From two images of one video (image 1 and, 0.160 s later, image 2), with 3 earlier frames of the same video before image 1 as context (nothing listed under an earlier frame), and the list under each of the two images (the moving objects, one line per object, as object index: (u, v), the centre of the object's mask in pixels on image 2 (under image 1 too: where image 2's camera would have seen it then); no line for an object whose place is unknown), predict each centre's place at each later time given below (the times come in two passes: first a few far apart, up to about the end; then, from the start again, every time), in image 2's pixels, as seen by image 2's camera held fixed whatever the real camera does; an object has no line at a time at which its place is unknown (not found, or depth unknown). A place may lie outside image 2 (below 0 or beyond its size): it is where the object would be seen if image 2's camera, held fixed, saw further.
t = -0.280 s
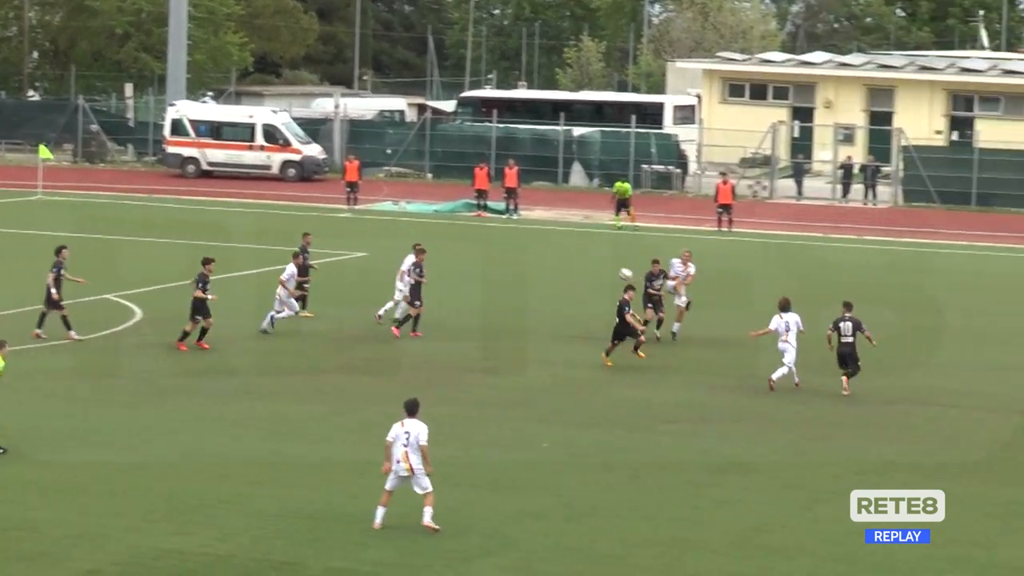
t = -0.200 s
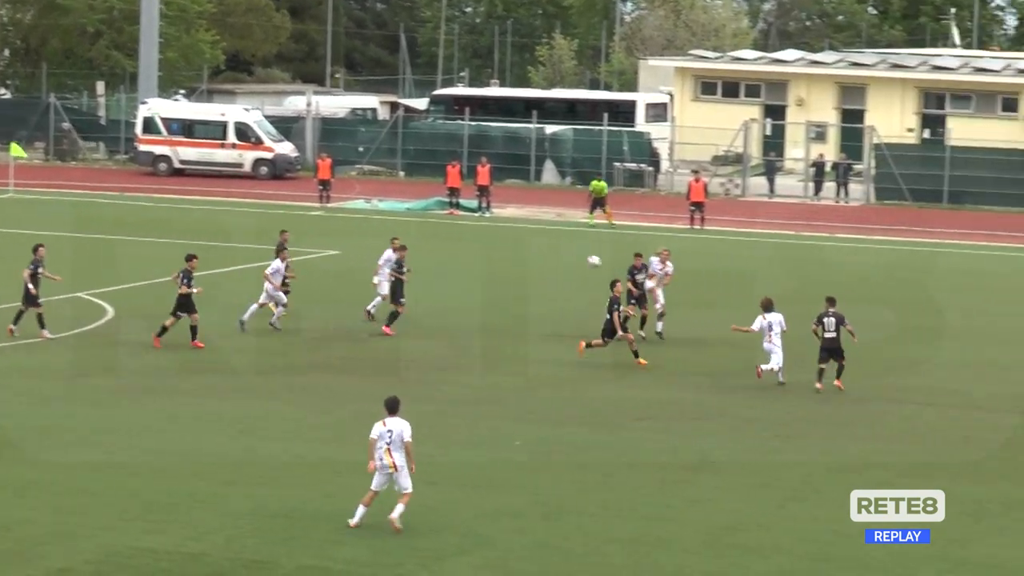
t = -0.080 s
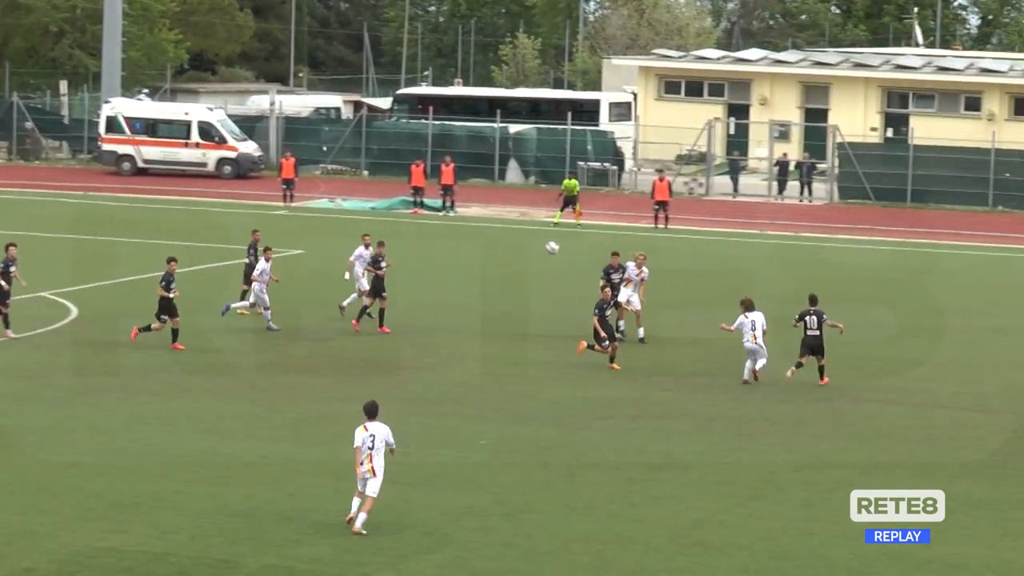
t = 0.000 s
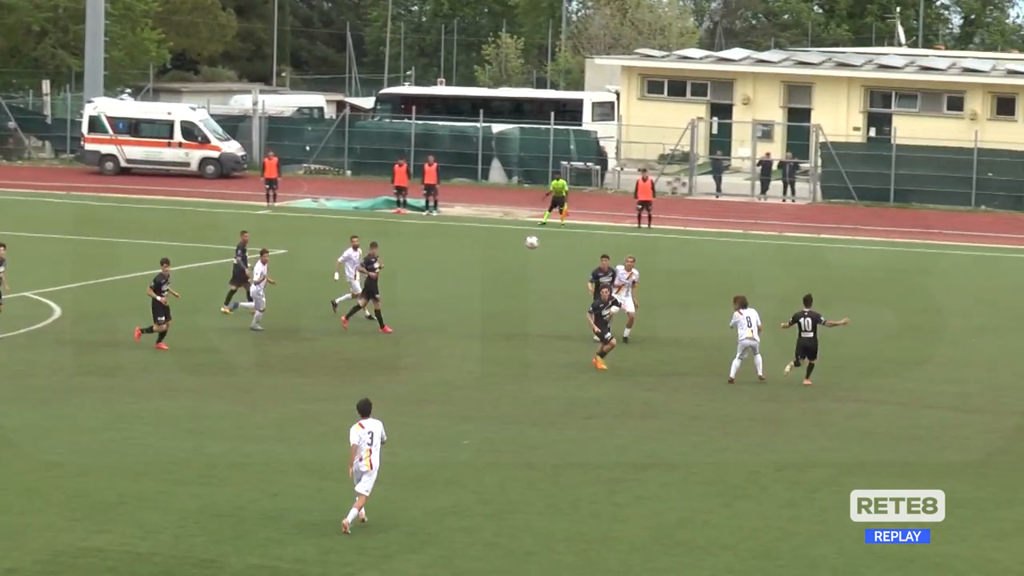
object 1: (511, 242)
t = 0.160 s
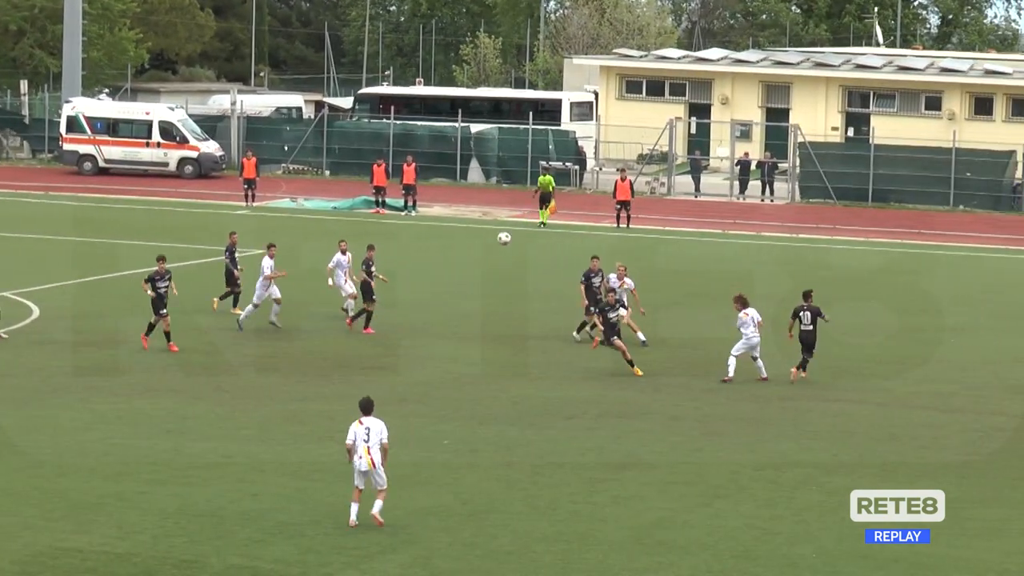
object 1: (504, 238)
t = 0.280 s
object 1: (498, 243)
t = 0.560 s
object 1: (484, 282)
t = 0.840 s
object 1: (463, 367)
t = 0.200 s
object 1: (502, 239)
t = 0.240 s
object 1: (500, 240)
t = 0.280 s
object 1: (498, 243)
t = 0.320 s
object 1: (496, 246)
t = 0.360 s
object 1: (495, 249)
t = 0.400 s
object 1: (492, 254)
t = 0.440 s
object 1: (491, 260)
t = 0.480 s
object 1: (489, 266)
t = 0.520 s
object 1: (486, 273)
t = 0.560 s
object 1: (484, 282)
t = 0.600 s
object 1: (481, 290)
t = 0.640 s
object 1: (479, 301)
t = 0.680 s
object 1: (476, 311)
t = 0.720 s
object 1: (473, 323)
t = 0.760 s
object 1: (470, 337)
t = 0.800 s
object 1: (466, 351)
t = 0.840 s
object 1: (463, 367)
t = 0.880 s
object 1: (459, 383)
